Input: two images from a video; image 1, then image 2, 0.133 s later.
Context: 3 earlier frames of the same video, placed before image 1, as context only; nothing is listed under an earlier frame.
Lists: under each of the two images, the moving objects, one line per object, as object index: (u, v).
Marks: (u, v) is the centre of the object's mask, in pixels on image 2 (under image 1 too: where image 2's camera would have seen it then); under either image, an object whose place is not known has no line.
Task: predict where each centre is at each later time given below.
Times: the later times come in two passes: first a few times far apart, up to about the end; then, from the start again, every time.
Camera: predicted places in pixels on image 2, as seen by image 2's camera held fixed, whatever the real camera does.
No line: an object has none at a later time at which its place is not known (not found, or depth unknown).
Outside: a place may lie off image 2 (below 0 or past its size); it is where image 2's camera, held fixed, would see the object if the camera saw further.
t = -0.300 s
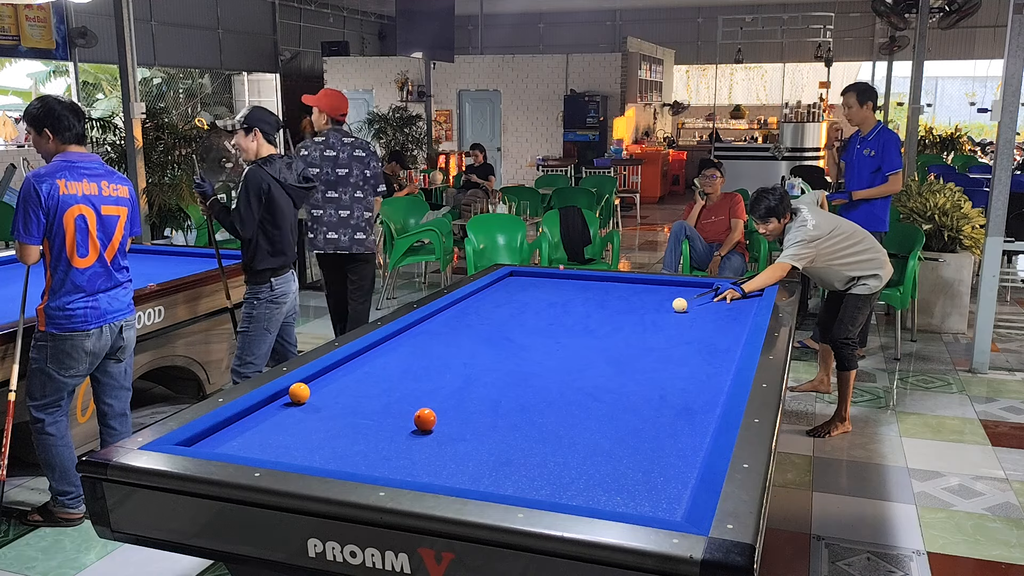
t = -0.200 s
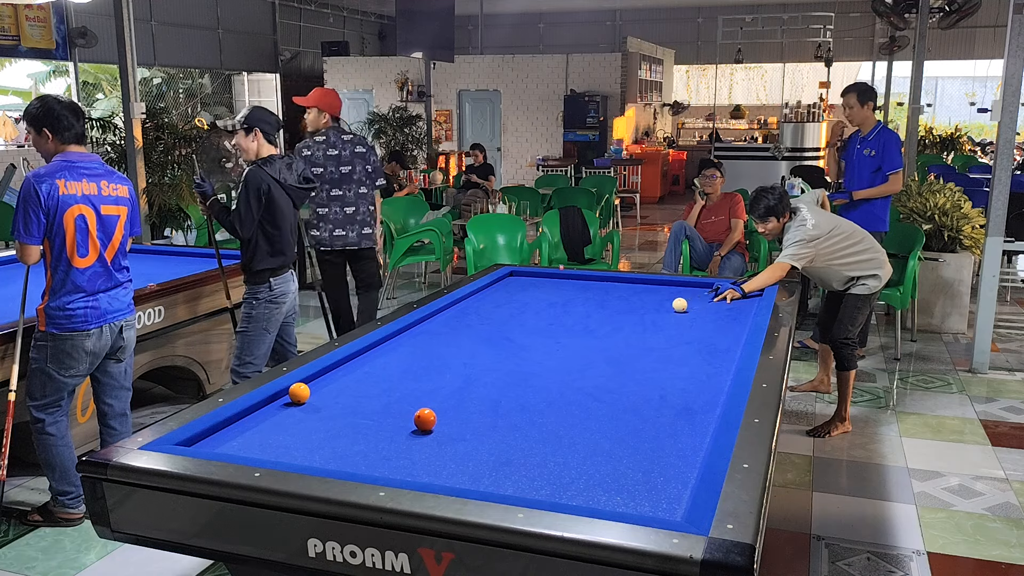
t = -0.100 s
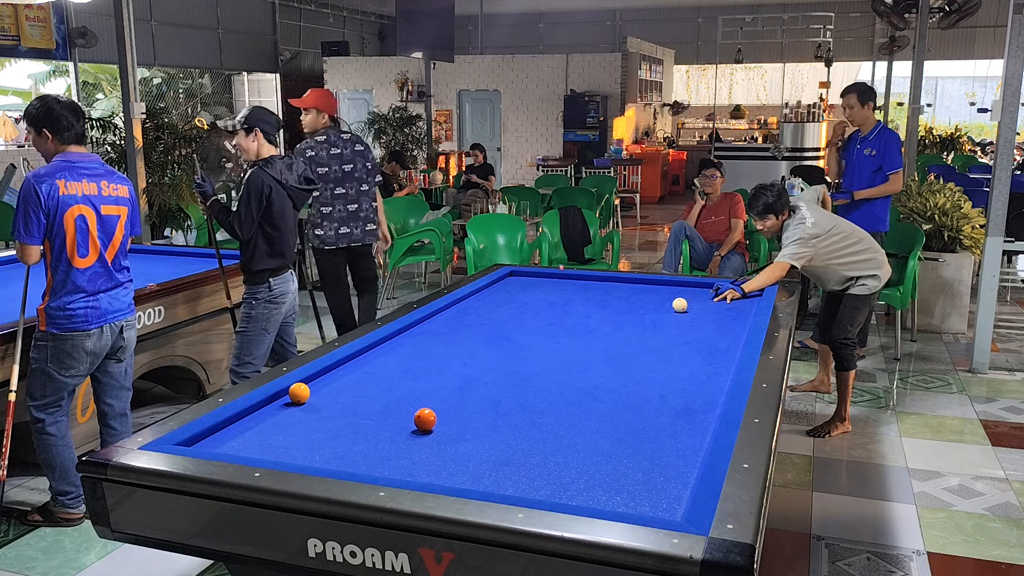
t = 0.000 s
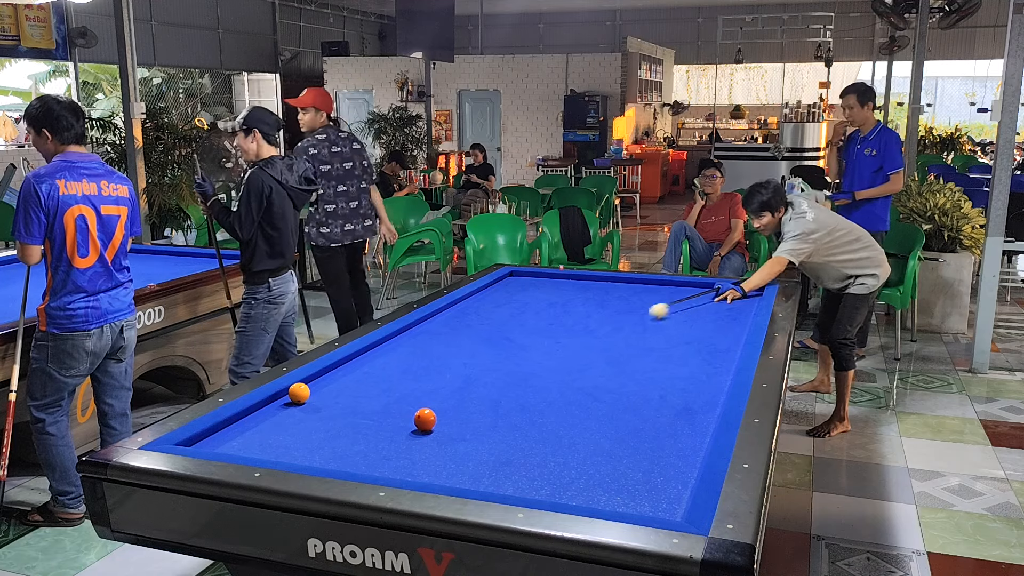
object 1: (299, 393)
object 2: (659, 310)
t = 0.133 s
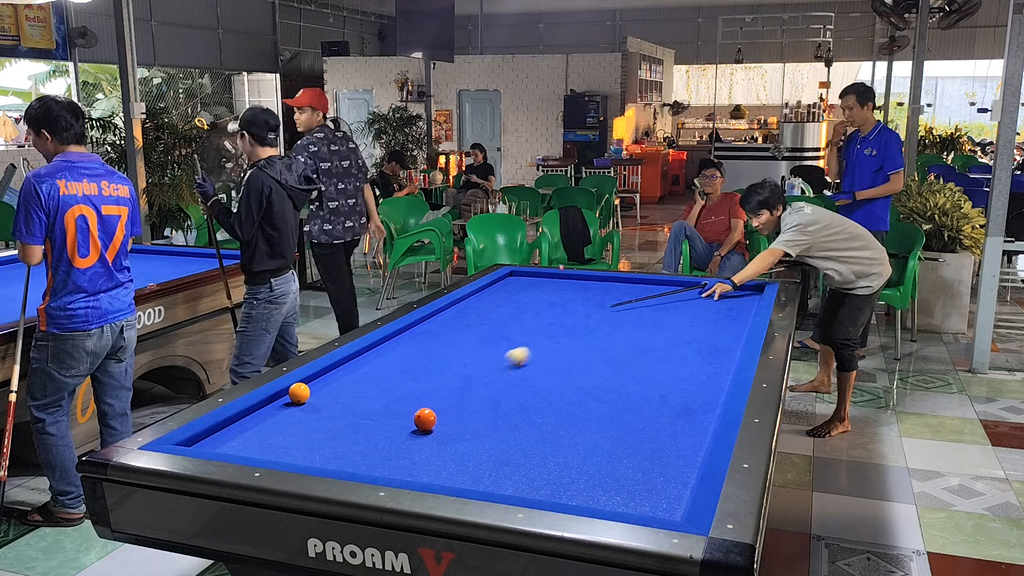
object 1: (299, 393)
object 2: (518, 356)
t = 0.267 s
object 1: (299, 393)
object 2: (308, 425)
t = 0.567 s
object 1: (361, 372)
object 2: (462, 391)
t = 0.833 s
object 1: (451, 353)
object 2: (685, 379)
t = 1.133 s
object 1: (532, 336)
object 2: (627, 358)
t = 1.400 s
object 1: (595, 323)
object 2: (561, 342)
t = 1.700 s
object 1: (657, 311)
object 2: (505, 328)
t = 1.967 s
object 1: (706, 300)
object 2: (461, 316)
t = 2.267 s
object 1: (755, 290)
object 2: (470, 307)
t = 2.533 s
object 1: (742, 290)
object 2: (508, 301)
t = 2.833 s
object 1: (726, 293)
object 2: (547, 294)
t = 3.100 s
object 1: (711, 297)
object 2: (580, 289)
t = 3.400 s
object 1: (695, 301)
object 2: (614, 284)
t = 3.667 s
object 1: (680, 305)
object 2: (641, 280)
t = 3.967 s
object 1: (664, 309)
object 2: (666, 285)
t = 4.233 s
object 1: (650, 312)
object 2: (689, 290)
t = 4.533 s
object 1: (633, 316)
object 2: (716, 296)
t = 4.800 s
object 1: (619, 320)
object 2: (741, 301)
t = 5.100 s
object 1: (603, 324)
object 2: (742, 305)
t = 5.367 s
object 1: (588, 327)
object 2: (726, 308)
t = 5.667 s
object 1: (572, 331)
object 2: (707, 311)
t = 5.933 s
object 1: (558, 334)
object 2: (691, 314)
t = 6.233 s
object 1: (542, 338)
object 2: (673, 317)
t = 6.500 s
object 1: (529, 341)
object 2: (658, 319)
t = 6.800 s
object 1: (513, 345)
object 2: (641, 322)
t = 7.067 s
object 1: (500, 348)
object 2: (626, 324)
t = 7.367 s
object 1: (485, 351)
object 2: (610, 327)
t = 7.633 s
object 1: (473, 354)
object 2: (596, 329)
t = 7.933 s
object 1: (459, 357)
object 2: (580, 332)
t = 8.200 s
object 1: (447, 360)
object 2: (567, 334)
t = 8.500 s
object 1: (435, 363)
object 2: (553, 337)
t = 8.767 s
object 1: (424, 365)
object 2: (541, 339)
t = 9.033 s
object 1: (414, 367)
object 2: (529, 341)
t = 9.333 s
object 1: (403, 370)
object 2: (517, 343)
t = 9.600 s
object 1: (394, 372)
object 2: (507, 345)
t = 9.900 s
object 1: (385, 374)
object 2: (495, 348)
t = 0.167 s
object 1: (299, 393)
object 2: (474, 370)
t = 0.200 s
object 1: (299, 393)
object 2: (425, 386)
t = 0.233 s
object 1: (299, 393)
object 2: (370, 405)
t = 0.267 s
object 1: (299, 393)
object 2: (308, 425)
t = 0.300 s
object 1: (299, 393)
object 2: (240, 445)
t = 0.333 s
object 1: (299, 393)
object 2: (234, 432)
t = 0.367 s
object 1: (299, 393)
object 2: (247, 414)
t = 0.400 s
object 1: (301, 391)
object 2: (287, 402)
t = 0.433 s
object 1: (300, 387)
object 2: (326, 398)
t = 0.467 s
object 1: (314, 382)
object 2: (362, 396)
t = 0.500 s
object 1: (331, 379)
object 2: (396, 394)
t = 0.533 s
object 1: (346, 375)
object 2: (430, 392)
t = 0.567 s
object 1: (361, 372)
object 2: (462, 391)
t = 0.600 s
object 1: (375, 370)
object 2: (494, 389)
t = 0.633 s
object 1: (387, 367)
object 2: (524, 387)
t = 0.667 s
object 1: (399, 364)
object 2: (553, 386)
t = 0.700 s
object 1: (411, 362)
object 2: (581, 385)
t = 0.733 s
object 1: (421, 359)
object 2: (609, 383)
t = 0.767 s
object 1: (431, 357)
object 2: (635, 382)
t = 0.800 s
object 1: (442, 355)
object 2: (660, 380)
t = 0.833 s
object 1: (451, 353)
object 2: (685, 379)
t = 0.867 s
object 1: (461, 351)
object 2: (708, 378)
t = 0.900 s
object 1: (471, 349)
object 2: (726, 376)
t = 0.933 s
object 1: (480, 347)
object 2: (710, 373)
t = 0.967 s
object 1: (489, 345)
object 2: (693, 371)
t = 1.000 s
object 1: (498, 344)
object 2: (678, 368)
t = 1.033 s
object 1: (507, 342)
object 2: (664, 365)
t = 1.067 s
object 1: (516, 340)
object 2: (651, 363)
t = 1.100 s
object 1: (524, 338)
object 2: (638, 360)
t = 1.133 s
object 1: (532, 336)
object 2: (627, 358)
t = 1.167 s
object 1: (541, 335)
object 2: (616, 356)
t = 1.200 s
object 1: (549, 333)
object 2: (606, 354)
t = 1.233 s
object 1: (557, 331)
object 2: (597, 352)
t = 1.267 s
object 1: (565, 330)
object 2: (589, 350)
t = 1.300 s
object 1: (573, 328)
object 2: (581, 348)
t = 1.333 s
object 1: (580, 327)
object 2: (574, 346)
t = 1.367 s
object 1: (588, 325)
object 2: (567, 344)
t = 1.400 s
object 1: (595, 323)
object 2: (561, 342)
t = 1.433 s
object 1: (602, 322)
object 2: (554, 341)
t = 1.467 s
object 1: (610, 321)
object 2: (547, 339)
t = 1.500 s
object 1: (617, 319)
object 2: (541, 337)
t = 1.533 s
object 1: (624, 317)
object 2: (535, 336)
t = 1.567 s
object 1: (630, 316)
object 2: (529, 334)
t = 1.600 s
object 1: (637, 315)
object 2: (523, 332)
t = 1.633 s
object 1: (644, 313)
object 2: (517, 331)
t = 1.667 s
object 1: (651, 312)
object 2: (511, 329)
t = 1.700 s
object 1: (657, 311)
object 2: (505, 328)
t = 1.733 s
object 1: (663, 309)
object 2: (499, 326)
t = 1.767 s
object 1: (670, 308)
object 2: (493, 325)
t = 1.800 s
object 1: (676, 307)
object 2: (488, 323)
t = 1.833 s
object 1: (682, 305)
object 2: (482, 322)
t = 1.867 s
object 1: (689, 304)
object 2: (477, 320)
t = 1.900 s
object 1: (694, 303)
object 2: (472, 319)
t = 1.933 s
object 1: (700, 302)
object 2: (466, 317)
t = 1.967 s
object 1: (706, 300)
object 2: (461, 316)
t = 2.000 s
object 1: (712, 299)
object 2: (456, 315)
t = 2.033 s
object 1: (718, 298)
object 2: (451, 314)
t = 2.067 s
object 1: (723, 297)
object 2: (446, 312)
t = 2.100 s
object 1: (729, 296)
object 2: (441, 311)
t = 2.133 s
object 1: (734, 295)
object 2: (446, 310)
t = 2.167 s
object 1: (740, 293)
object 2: (453, 309)
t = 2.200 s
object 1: (745, 292)
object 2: (459, 308)
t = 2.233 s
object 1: (750, 291)
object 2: (465, 308)
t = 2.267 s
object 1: (755, 290)
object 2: (470, 307)
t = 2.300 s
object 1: (758, 289)
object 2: (475, 306)
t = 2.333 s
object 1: (755, 288)
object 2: (480, 305)
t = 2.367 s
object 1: (752, 287)
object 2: (485, 305)
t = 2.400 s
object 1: (750, 288)
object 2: (489, 304)
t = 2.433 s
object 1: (747, 288)
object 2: (494, 303)
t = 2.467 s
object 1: (746, 289)
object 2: (499, 302)
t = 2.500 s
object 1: (744, 289)
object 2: (503, 302)
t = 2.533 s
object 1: (742, 290)
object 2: (508, 301)
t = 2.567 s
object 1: (740, 290)
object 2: (513, 300)
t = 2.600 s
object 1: (739, 291)
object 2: (517, 299)
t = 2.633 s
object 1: (737, 291)
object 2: (522, 298)
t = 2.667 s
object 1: (735, 291)
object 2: (526, 298)
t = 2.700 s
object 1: (733, 292)
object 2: (530, 297)
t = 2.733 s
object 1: (731, 292)
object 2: (535, 296)
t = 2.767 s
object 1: (730, 293)
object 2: (539, 296)
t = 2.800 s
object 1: (728, 293)
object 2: (543, 295)
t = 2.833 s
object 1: (726, 293)
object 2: (547, 294)
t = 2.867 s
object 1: (724, 294)
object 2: (551, 294)
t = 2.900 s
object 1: (722, 295)
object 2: (556, 293)
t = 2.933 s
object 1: (720, 295)
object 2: (560, 292)
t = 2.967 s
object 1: (719, 295)
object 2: (564, 292)
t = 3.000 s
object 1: (717, 296)
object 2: (568, 291)
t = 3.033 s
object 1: (715, 296)
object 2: (572, 290)
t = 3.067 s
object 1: (713, 297)
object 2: (576, 290)
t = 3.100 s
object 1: (711, 297)
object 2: (580, 289)
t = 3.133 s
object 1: (709, 298)
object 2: (584, 289)
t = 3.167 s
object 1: (708, 298)
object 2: (587, 288)
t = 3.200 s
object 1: (706, 298)
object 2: (591, 287)
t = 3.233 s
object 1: (704, 299)
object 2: (595, 287)
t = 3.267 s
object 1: (702, 299)
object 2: (599, 286)
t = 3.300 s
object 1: (700, 300)
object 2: (602, 285)
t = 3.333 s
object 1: (699, 300)
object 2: (606, 285)
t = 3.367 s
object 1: (697, 301)
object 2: (610, 284)
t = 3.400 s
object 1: (695, 301)
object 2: (614, 284)
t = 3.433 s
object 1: (693, 302)
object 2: (617, 283)
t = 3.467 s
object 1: (691, 302)
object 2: (621, 282)
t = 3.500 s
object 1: (690, 302)
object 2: (624, 282)
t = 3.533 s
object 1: (688, 303)
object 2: (628, 281)
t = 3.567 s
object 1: (686, 303)
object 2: (631, 281)
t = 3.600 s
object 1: (684, 304)
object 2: (634, 280)
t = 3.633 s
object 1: (682, 304)
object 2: (638, 280)
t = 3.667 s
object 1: (680, 305)
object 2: (641, 280)
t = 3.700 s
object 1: (679, 305)
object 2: (644, 280)
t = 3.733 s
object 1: (677, 306)
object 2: (646, 281)
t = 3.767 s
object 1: (675, 306)
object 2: (649, 282)
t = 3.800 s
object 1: (673, 306)
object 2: (652, 283)
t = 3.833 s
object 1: (672, 307)
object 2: (655, 283)
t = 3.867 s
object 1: (670, 307)
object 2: (658, 284)
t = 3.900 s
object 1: (668, 308)
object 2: (660, 284)
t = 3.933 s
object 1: (666, 308)
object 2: (663, 285)
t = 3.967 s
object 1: (664, 309)
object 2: (666, 285)
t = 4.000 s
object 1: (662, 309)
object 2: (669, 286)
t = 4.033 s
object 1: (661, 310)
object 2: (672, 286)
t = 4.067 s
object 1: (659, 310)
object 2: (675, 287)
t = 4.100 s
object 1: (657, 311)
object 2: (677, 288)
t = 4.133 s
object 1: (655, 311)
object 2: (680, 288)
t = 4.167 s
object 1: (654, 311)
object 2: (683, 289)
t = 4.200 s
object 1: (652, 312)
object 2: (686, 290)
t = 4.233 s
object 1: (650, 312)
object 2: (689, 290)
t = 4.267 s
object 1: (648, 313)
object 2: (692, 291)
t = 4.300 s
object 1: (646, 313)
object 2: (695, 292)
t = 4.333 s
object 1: (644, 313)
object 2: (698, 292)
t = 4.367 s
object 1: (643, 314)
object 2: (701, 293)
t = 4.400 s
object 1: (641, 314)
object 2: (704, 293)
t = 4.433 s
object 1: (639, 315)
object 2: (707, 294)
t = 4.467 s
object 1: (637, 315)
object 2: (710, 295)
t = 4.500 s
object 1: (635, 316)
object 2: (713, 295)
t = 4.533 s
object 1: (633, 316)
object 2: (716, 296)
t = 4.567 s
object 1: (632, 317)
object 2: (719, 296)
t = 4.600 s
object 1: (630, 317)
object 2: (722, 297)
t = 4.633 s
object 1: (628, 317)
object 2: (726, 298)
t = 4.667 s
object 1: (626, 318)
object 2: (728, 298)
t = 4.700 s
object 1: (624, 318)
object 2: (732, 299)
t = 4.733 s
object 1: (622, 319)
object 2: (735, 300)
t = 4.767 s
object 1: (621, 319)
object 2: (738, 300)
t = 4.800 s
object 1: (619, 320)
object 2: (741, 301)
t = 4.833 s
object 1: (617, 320)
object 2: (744, 302)
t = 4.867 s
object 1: (615, 321)
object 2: (747, 302)
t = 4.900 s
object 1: (614, 321)
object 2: (750, 303)
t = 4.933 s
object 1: (612, 322)
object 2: (752, 303)
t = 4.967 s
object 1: (610, 322)
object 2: (750, 304)
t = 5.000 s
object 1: (608, 322)
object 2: (748, 304)
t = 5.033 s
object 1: (606, 323)
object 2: (746, 305)
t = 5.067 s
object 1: (605, 323)
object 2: (744, 305)
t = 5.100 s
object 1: (603, 324)
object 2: (742, 305)
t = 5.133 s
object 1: (601, 324)
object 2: (740, 306)
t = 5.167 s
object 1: (599, 325)
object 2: (738, 306)
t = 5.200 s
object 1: (597, 325)
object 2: (736, 306)
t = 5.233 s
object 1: (595, 325)
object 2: (734, 307)
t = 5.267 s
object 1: (594, 326)
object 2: (732, 307)
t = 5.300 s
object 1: (592, 326)
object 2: (730, 308)
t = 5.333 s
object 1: (590, 327)
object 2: (728, 308)
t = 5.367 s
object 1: (588, 327)
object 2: (726, 308)
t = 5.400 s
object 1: (586, 328)
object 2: (724, 309)
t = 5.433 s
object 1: (585, 328)
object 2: (722, 309)
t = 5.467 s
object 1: (583, 328)
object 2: (720, 309)
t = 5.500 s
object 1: (581, 329)
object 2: (718, 310)
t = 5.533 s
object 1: (579, 329)
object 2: (715, 310)
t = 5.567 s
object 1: (577, 330)
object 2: (713, 310)
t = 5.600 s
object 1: (576, 330)
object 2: (711, 311)
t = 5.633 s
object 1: (574, 331)
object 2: (709, 311)
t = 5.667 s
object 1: (572, 331)
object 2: (707, 311)
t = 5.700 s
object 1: (570, 331)
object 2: (705, 311)
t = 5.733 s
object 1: (569, 332)
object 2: (703, 312)
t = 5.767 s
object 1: (567, 332)
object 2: (701, 312)
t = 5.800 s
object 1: (565, 333)
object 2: (699, 312)
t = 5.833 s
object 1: (563, 333)
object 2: (697, 313)
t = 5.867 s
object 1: (561, 334)
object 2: (695, 313)
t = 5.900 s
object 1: (560, 334)
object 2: (693, 313)
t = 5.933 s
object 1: (558, 334)
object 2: (691, 314)
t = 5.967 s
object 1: (556, 335)
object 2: (689, 314)
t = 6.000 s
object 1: (554, 335)
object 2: (687, 314)
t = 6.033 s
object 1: (553, 336)
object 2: (685, 314)
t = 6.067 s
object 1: (551, 336)
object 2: (683, 315)
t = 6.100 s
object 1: (549, 336)
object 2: (681, 315)
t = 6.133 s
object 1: (548, 337)
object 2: (679, 315)
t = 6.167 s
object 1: (546, 337)
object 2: (677, 316)
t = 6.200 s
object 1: (544, 338)
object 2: (675, 316)
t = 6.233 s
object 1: (542, 338)
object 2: (673, 317)
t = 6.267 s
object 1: (541, 338)
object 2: (671, 317)
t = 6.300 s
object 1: (539, 339)
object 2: (669, 317)
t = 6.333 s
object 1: (537, 339)
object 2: (667, 318)
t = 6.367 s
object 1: (535, 340)
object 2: (665, 318)
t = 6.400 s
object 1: (534, 340)
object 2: (664, 318)
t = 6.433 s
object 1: (532, 340)
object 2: (661, 318)
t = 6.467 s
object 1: (530, 341)
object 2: (659, 319)
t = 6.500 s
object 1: (529, 341)
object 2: (658, 319)
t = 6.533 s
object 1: (527, 342)
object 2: (656, 319)
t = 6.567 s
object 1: (525, 342)
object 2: (654, 320)
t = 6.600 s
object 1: (523, 343)
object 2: (652, 320)
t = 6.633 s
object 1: (522, 343)
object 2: (650, 320)
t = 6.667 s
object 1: (520, 343)
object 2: (648, 321)
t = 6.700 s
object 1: (518, 344)
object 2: (646, 321)
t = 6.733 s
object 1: (517, 344)
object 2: (644, 321)
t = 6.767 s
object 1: (515, 344)
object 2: (642, 322)
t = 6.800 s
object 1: (513, 345)
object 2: (641, 322)
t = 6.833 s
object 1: (512, 345)
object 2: (639, 322)
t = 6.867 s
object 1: (510, 345)
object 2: (637, 322)
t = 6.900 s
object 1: (508, 346)
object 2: (635, 323)
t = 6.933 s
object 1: (507, 346)
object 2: (633, 323)
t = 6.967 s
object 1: (505, 347)
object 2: (631, 323)
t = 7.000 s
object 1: (503, 347)
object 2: (629, 324)
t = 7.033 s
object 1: (502, 347)
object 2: (628, 324)
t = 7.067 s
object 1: (500, 348)
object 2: (626, 324)
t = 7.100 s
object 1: (498, 348)
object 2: (624, 324)
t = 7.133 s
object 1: (497, 348)
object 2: (622, 325)
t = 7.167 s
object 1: (495, 349)
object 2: (620, 325)
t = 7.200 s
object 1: (494, 349)
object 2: (618, 326)
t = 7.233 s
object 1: (492, 350)
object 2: (617, 326)
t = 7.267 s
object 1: (490, 350)
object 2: (615, 326)
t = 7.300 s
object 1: (489, 351)
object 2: (613, 326)
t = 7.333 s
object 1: (487, 351)
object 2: (611, 327)
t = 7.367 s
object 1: (485, 351)
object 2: (610, 327)
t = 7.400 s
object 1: (484, 352)
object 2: (608, 327)
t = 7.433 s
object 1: (482, 352)
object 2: (606, 328)
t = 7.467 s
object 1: (481, 352)
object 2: (604, 328)
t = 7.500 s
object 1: (479, 353)
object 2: (602, 328)
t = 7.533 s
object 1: (477, 353)
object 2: (601, 329)
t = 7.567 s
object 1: (476, 353)
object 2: (599, 329)
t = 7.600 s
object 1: (474, 354)
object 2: (598, 329)
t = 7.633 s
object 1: (473, 354)
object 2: (596, 329)
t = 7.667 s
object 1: (471, 355)
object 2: (594, 330)
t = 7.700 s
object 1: (470, 355)
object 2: (592, 330)
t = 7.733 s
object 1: (468, 355)
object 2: (591, 331)
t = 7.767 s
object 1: (466, 356)
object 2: (589, 331)
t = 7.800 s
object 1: (465, 356)
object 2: (587, 331)
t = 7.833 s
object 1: (463, 356)
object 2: (585, 331)
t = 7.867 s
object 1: (462, 357)
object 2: (584, 332)
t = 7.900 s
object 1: (460, 357)
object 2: (582, 332)
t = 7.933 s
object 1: (459, 357)
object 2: (580, 332)
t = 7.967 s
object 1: (457, 358)
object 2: (579, 333)
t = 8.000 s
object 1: (456, 358)
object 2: (577, 333)
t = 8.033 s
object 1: (454, 358)
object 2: (575, 333)
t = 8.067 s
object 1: (453, 359)
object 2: (574, 333)
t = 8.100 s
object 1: (452, 359)
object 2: (572, 334)
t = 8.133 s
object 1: (450, 359)
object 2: (570, 334)
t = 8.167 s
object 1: (449, 360)
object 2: (569, 334)
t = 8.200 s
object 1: (447, 360)
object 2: (567, 334)
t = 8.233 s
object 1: (446, 360)
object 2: (566, 335)
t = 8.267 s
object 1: (444, 361)
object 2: (564, 335)
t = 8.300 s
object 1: (443, 361)
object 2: (562, 335)
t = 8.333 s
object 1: (442, 361)
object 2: (561, 335)
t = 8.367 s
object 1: (440, 362)
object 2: (559, 336)
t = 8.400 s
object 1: (439, 362)
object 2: (558, 336)
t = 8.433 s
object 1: (437, 362)
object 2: (556, 336)
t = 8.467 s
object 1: (436, 362)
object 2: (555, 337)
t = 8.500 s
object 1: (435, 363)
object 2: (553, 337)
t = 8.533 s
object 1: (433, 363)
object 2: (552, 337)
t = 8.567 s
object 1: (432, 363)
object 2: (550, 337)
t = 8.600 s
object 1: (431, 364)
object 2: (548, 338)
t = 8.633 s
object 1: (429, 364)
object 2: (547, 338)
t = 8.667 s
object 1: (428, 364)
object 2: (545, 338)
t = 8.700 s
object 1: (427, 365)
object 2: (544, 338)
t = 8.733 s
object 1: (425, 365)
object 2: (543, 339)
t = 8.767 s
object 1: (424, 365)
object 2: (541, 339)
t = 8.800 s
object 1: (423, 365)
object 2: (539, 339)
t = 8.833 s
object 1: (421, 366)
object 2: (538, 339)
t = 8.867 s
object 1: (420, 366)
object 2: (536, 340)
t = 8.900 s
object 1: (419, 366)
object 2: (535, 340)
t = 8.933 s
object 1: (417, 367)
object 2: (534, 340)
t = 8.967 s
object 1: (416, 367)
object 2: (532, 341)
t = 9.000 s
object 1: (415, 367)
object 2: (531, 341)
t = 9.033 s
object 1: (414, 367)
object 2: (529, 341)
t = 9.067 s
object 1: (413, 368)
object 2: (528, 342)
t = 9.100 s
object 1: (412, 368)
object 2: (527, 342)
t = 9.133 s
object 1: (410, 368)
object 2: (525, 342)
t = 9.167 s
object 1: (409, 369)
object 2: (524, 342)
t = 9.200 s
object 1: (408, 369)
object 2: (523, 342)
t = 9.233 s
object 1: (407, 369)
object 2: (521, 343)
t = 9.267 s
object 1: (406, 369)
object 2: (520, 343)
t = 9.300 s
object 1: (404, 370)
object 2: (518, 343)
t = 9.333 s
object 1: (403, 370)
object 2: (517, 343)
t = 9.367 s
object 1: (402, 370)
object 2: (516, 344)
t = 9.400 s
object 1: (401, 370)
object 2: (515, 344)
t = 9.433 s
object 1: (400, 371)
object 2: (513, 344)
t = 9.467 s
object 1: (399, 371)
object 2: (512, 344)
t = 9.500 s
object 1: (398, 371)
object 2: (511, 344)
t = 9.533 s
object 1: (397, 371)
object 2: (509, 345)
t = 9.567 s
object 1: (396, 372)
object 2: (508, 345)
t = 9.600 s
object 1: (394, 372)
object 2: (507, 345)
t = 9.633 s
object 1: (393, 372)
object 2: (506, 345)
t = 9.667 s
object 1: (392, 372)
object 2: (504, 346)
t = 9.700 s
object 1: (391, 373)
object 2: (503, 346)
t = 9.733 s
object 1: (390, 373)
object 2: (502, 346)
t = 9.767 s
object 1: (389, 373)
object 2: (500, 347)
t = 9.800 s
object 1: (388, 373)
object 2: (499, 347)
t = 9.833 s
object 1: (387, 373)
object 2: (498, 347)
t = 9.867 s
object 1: (386, 374)
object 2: (497, 347)
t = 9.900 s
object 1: (385, 374)
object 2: (495, 348)
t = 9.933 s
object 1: (384, 374)
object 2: (494, 348)
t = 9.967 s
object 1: (383, 374)
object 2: (493, 348)
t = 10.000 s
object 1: (382, 375)
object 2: (492, 348)
